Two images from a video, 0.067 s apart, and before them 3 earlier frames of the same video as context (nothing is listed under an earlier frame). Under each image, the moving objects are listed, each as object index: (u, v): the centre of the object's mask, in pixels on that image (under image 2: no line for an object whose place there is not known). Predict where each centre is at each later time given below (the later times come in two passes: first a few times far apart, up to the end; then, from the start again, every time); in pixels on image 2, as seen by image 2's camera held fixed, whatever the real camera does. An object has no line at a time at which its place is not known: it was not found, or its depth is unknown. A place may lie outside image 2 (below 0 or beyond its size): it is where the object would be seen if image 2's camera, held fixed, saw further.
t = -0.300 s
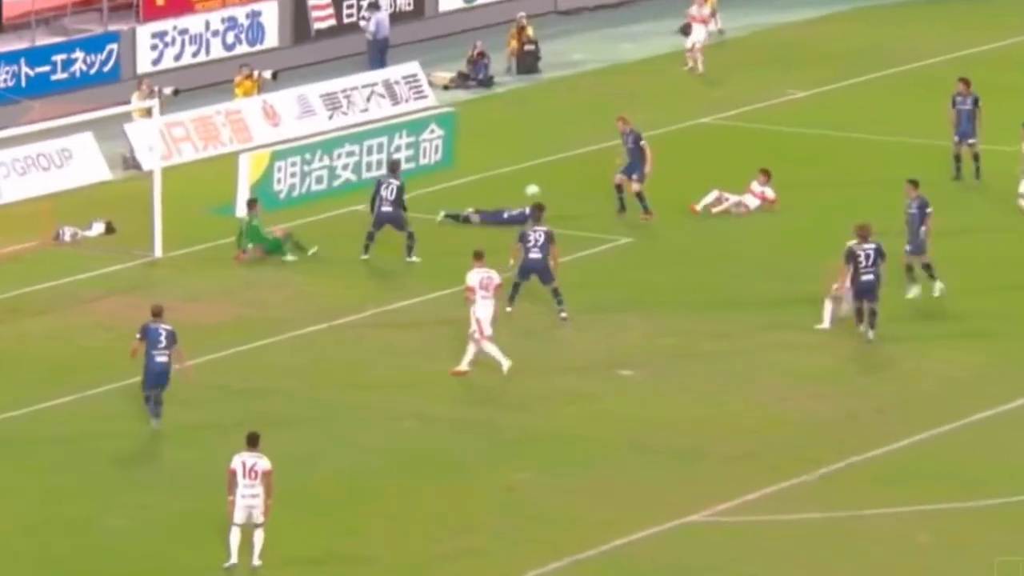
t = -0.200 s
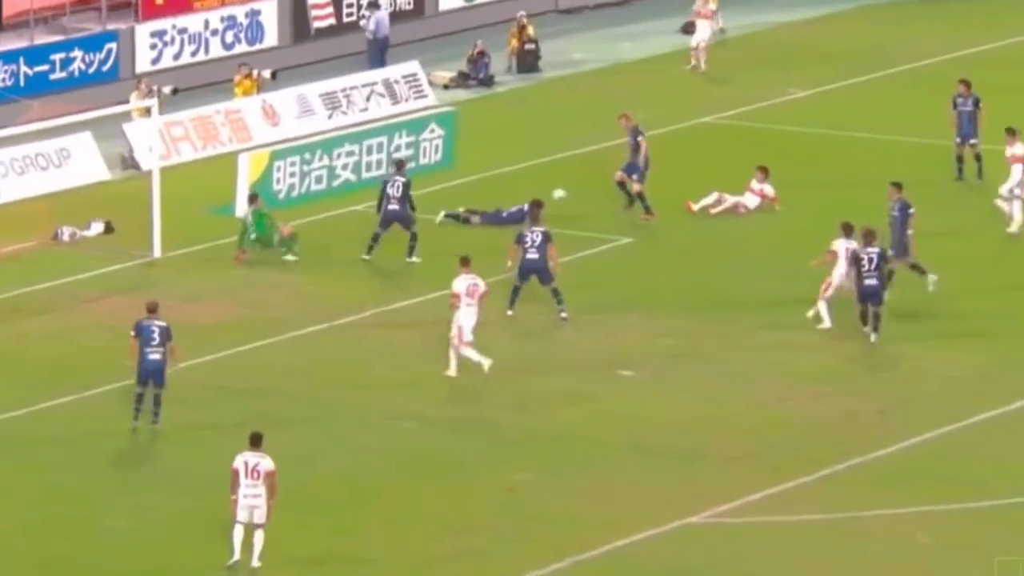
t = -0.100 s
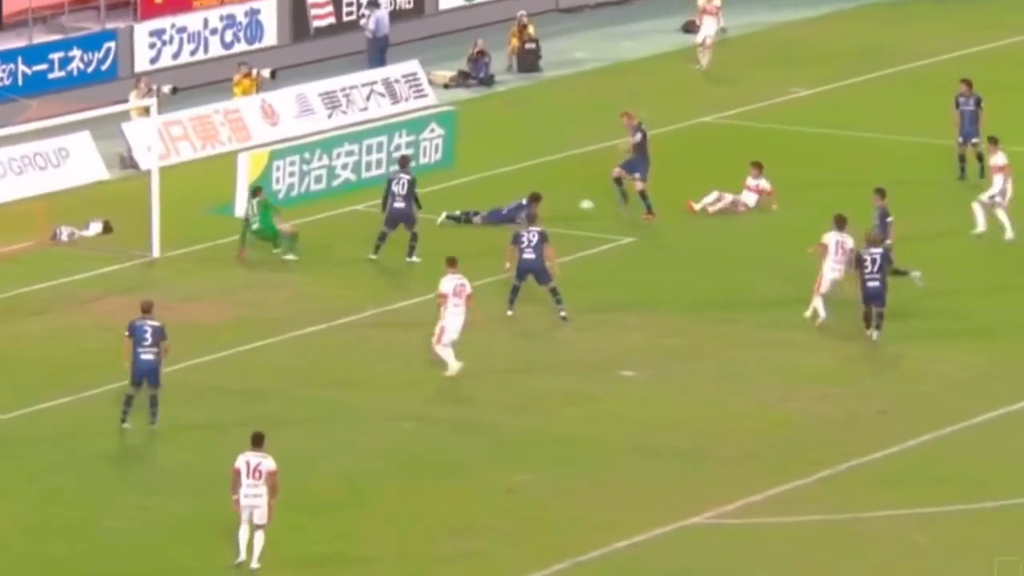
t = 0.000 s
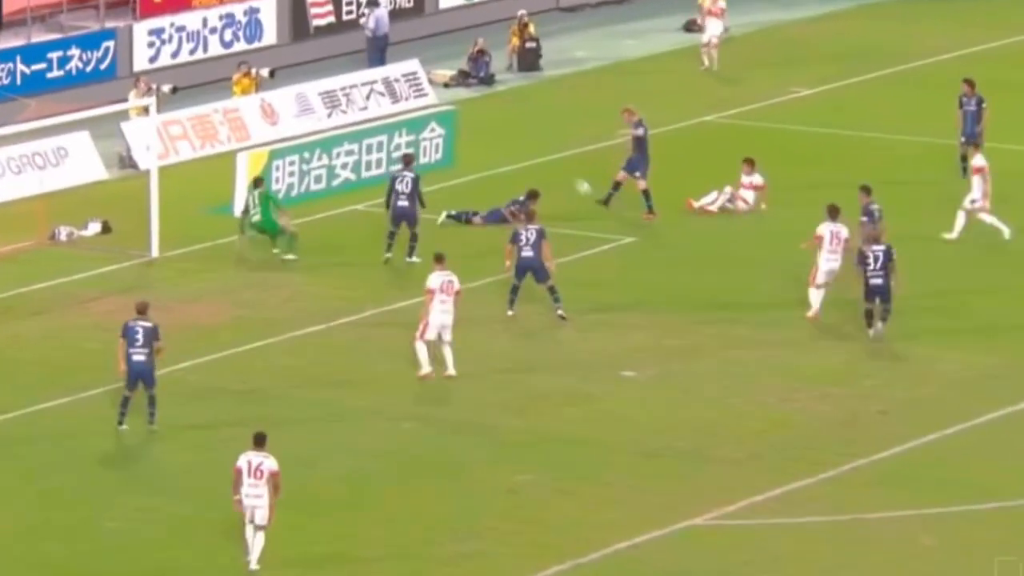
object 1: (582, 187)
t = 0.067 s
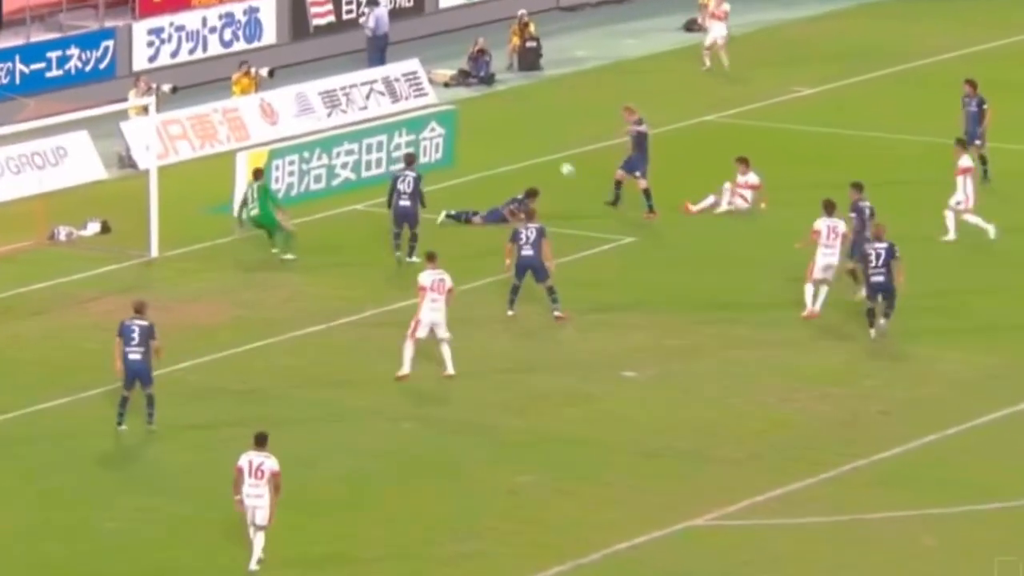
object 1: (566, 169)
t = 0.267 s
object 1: (516, 129)
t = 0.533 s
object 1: (453, 108)
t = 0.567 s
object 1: (443, 113)
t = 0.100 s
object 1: (557, 160)
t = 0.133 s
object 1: (547, 151)
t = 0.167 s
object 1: (539, 145)
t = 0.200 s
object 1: (531, 138)
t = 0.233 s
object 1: (522, 133)
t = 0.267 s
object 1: (516, 129)
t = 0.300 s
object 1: (506, 123)
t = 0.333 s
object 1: (496, 118)
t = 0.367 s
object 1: (491, 117)
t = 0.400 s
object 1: (482, 113)
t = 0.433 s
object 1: (472, 111)
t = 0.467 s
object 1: (467, 110)
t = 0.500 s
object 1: (459, 109)
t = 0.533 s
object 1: (453, 108)
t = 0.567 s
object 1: (443, 113)
